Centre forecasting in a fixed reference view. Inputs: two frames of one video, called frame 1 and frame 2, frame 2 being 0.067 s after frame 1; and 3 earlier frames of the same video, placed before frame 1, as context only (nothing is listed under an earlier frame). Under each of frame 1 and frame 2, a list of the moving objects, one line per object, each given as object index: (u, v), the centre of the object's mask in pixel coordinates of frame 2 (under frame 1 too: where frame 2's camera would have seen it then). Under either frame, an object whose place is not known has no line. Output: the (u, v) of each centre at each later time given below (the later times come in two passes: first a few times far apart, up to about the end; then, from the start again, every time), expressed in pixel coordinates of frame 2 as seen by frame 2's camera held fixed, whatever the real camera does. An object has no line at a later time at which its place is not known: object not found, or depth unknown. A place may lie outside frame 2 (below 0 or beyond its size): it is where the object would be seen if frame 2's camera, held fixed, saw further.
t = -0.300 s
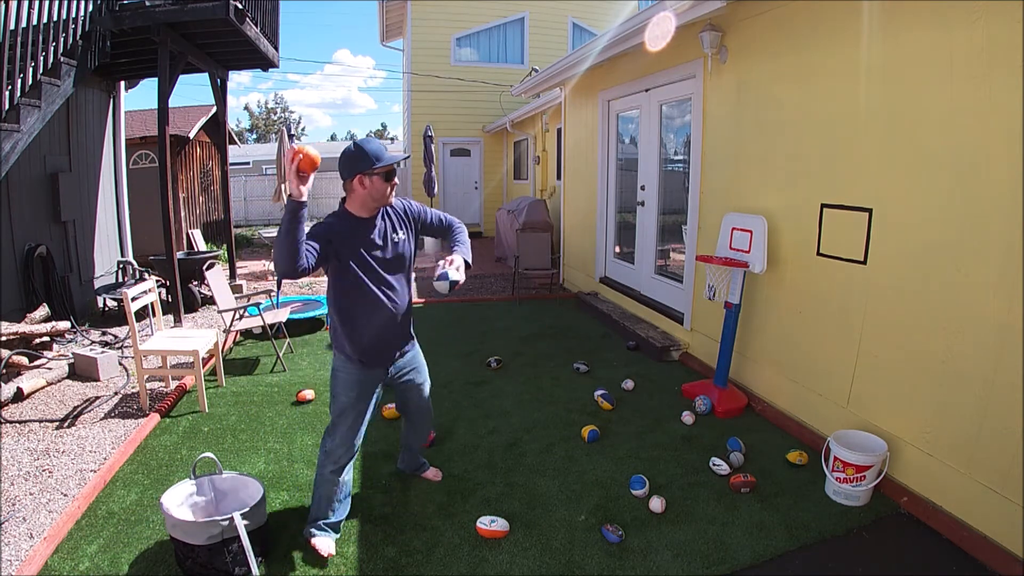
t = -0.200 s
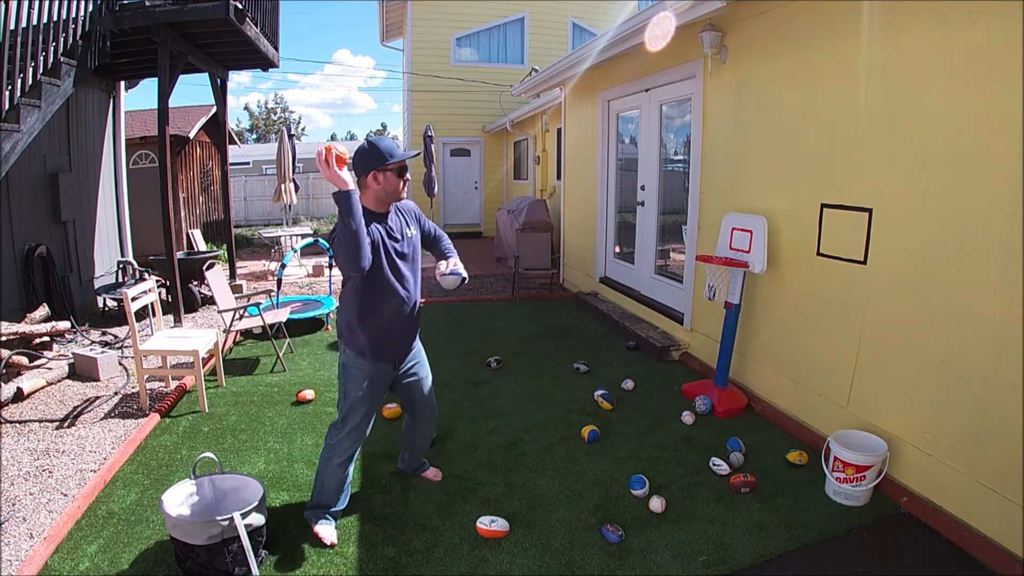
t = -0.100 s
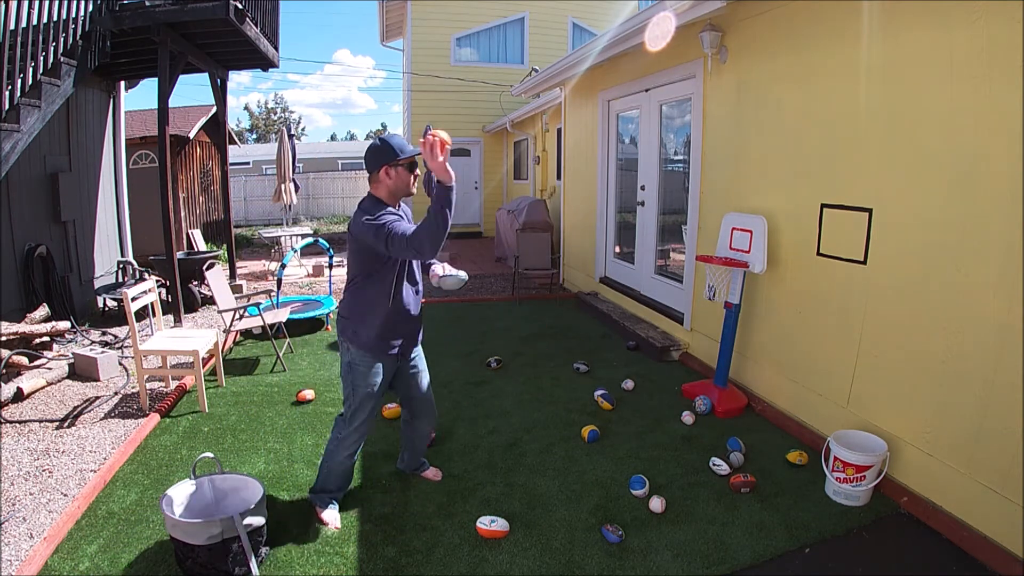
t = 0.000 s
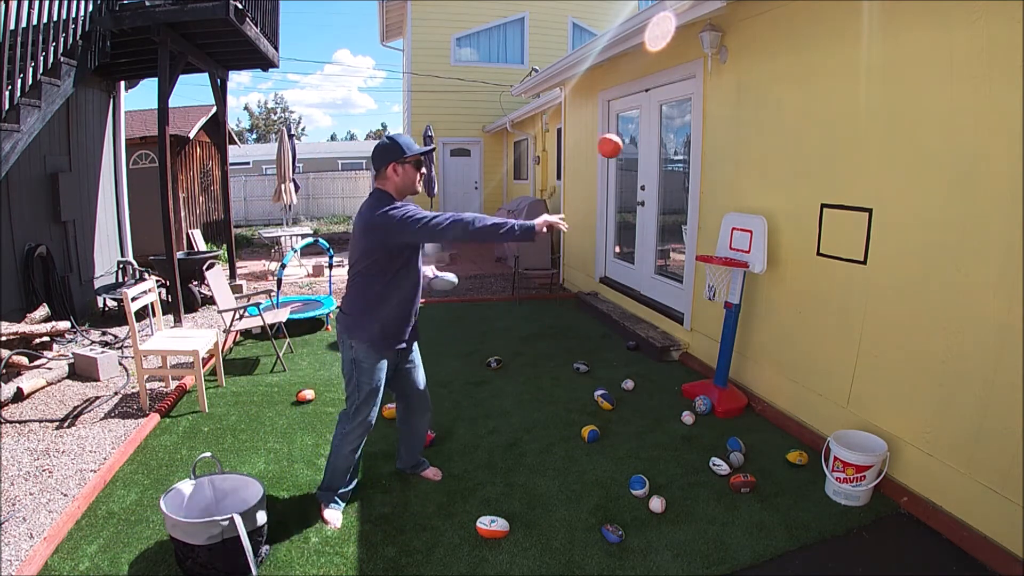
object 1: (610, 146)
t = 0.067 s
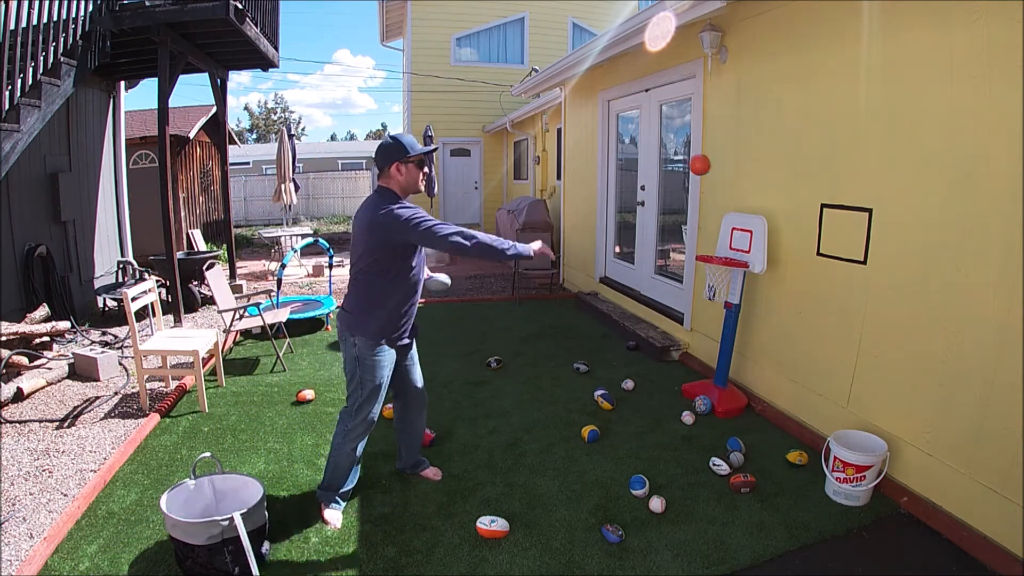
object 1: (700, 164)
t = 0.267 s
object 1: (818, 242)
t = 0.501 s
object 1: (660, 399)
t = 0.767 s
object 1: (519, 433)
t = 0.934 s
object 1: (441, 430)
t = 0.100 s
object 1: (736, 176)
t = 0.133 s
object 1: (768, 189)
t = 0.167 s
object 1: (796, 203)
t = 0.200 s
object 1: (820, 217)
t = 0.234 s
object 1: (835, 231)
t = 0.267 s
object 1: (818, 242)
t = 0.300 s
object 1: (799, 256)
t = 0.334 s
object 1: (779, 273)
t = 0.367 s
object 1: (758, 293)
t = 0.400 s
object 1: (735, 316)
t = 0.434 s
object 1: (711, 341)
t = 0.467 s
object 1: (687, 369)
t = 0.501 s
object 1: (660, 399)
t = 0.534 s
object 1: (634, 432)
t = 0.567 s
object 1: (607, 466)
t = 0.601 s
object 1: (586, 483)
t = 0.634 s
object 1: (574, 470)
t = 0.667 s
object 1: (561, 458)
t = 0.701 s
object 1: (548, 448)
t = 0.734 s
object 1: (533, 439)
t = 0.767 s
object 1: (519, 433)
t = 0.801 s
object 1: (504, 428)
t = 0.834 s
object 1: (488, 425)
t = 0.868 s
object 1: (473, 425)
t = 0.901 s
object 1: (457, 426)
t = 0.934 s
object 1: (441, 430)
